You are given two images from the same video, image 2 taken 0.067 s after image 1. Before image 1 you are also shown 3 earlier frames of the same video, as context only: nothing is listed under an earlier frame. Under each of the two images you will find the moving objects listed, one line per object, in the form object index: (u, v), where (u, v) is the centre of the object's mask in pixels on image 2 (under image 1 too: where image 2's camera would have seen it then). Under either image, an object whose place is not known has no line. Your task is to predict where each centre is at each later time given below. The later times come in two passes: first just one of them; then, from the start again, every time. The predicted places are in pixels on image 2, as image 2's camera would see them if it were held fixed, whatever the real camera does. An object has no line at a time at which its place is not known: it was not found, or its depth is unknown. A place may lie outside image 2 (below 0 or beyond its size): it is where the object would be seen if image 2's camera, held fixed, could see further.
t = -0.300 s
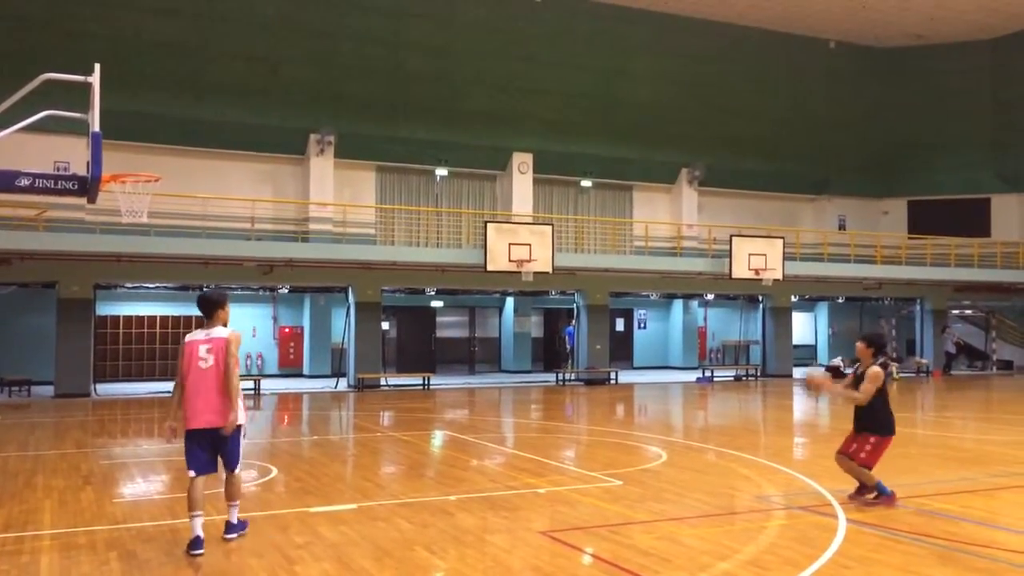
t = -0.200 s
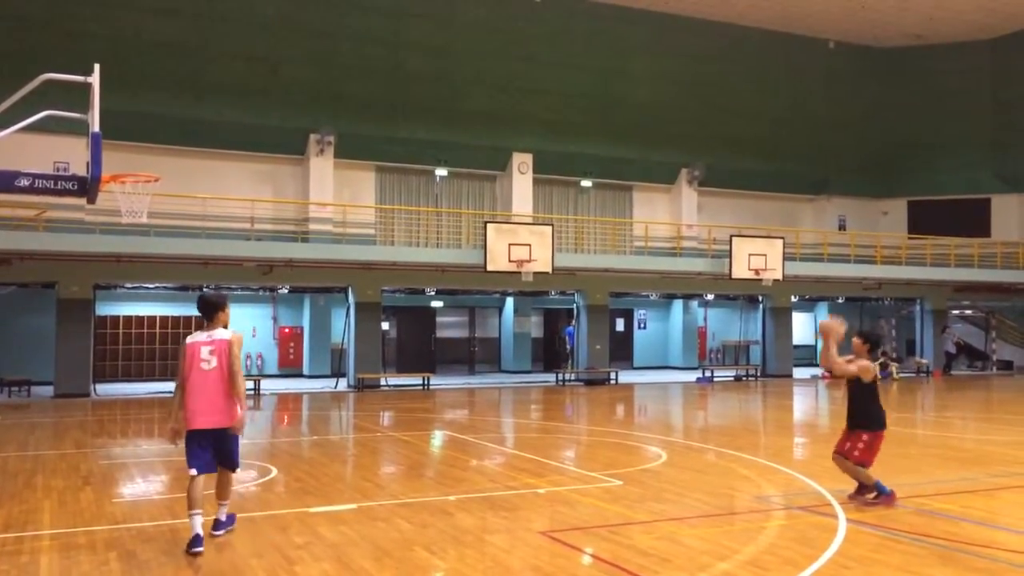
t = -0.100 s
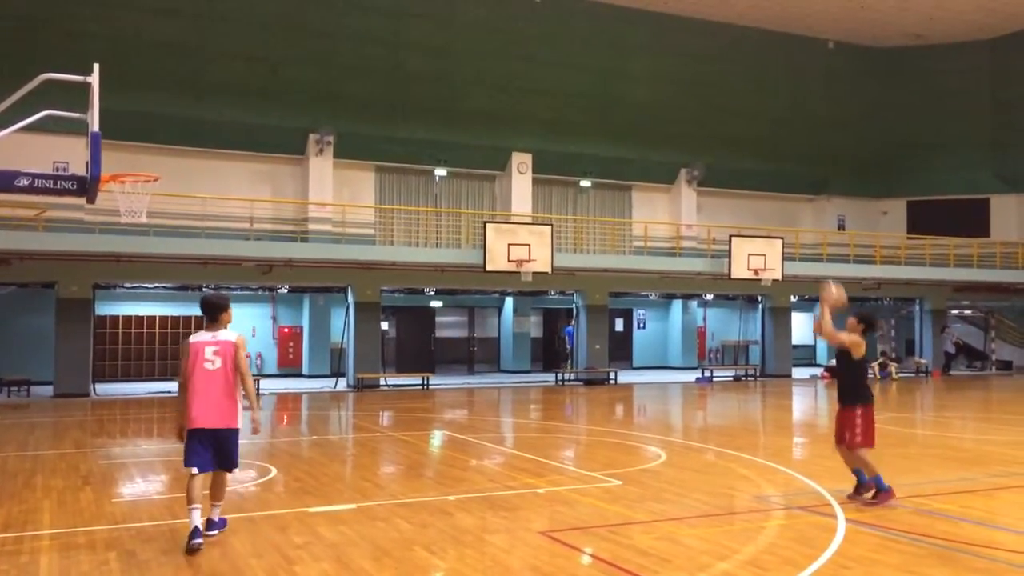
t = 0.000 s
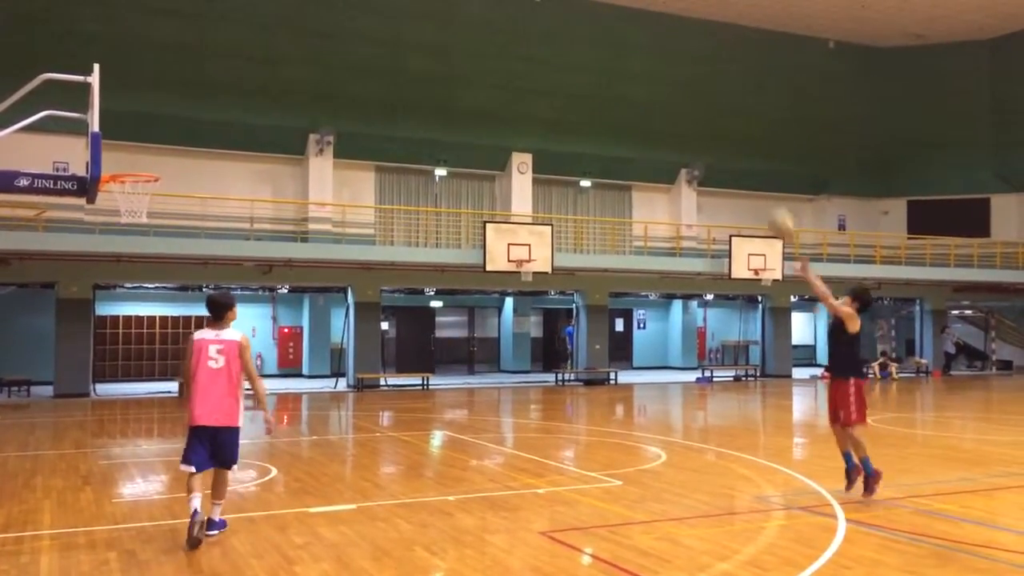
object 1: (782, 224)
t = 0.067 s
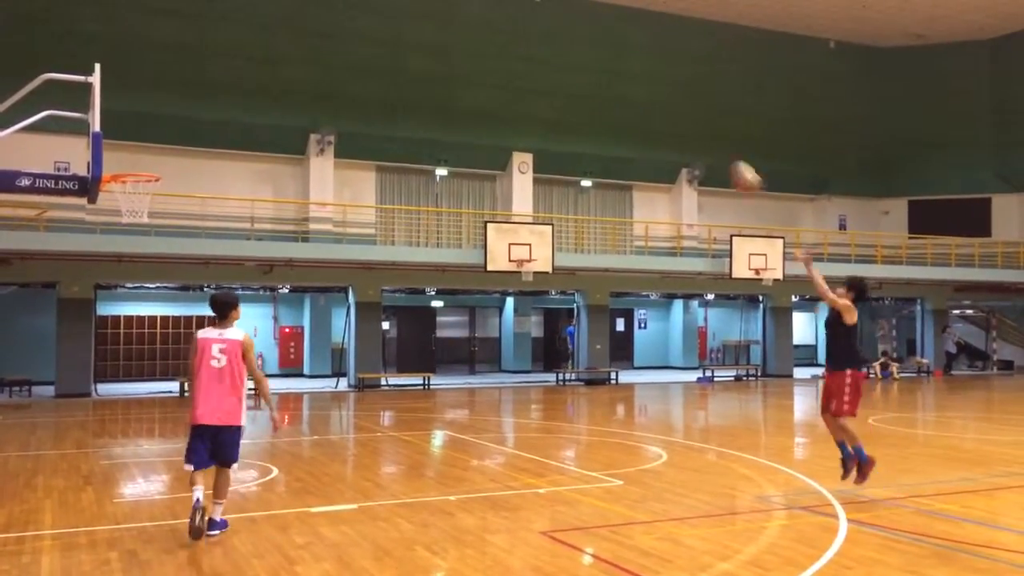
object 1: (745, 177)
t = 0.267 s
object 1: (632, 72)
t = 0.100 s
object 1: (726, 159)
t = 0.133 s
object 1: (706, 138)
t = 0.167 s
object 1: (687, 119)
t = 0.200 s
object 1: (669, 103)
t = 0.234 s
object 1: (650, 87)
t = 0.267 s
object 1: (632, 72)
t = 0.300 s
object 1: (614, 59)
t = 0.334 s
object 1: (596, 47)
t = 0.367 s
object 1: (579, 36)
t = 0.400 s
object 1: (562, 26)
